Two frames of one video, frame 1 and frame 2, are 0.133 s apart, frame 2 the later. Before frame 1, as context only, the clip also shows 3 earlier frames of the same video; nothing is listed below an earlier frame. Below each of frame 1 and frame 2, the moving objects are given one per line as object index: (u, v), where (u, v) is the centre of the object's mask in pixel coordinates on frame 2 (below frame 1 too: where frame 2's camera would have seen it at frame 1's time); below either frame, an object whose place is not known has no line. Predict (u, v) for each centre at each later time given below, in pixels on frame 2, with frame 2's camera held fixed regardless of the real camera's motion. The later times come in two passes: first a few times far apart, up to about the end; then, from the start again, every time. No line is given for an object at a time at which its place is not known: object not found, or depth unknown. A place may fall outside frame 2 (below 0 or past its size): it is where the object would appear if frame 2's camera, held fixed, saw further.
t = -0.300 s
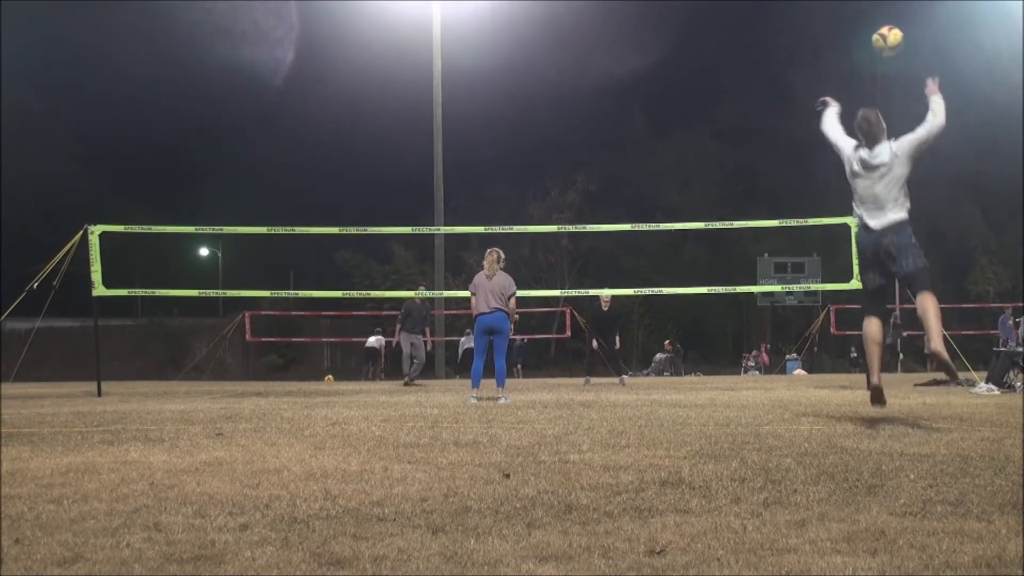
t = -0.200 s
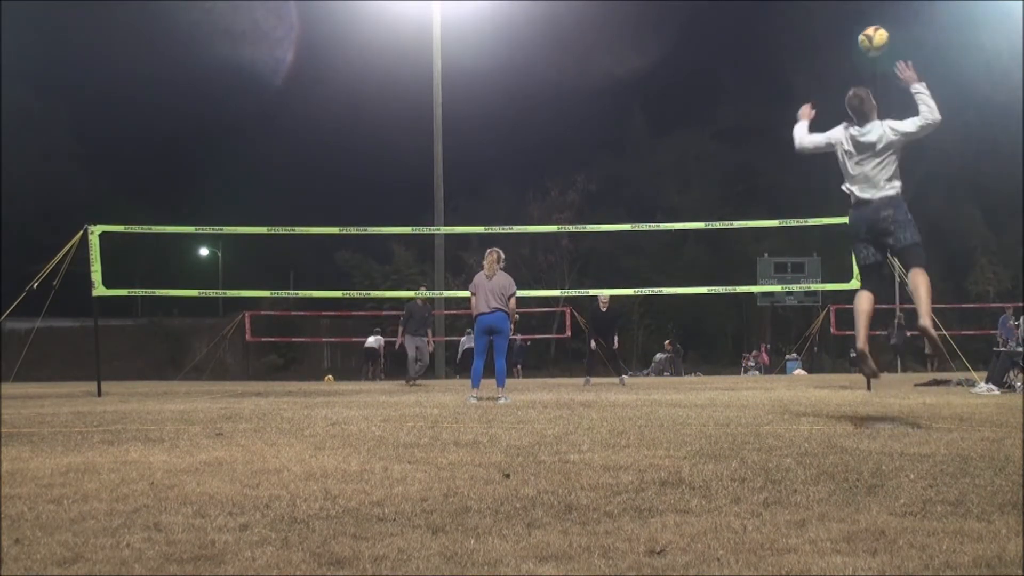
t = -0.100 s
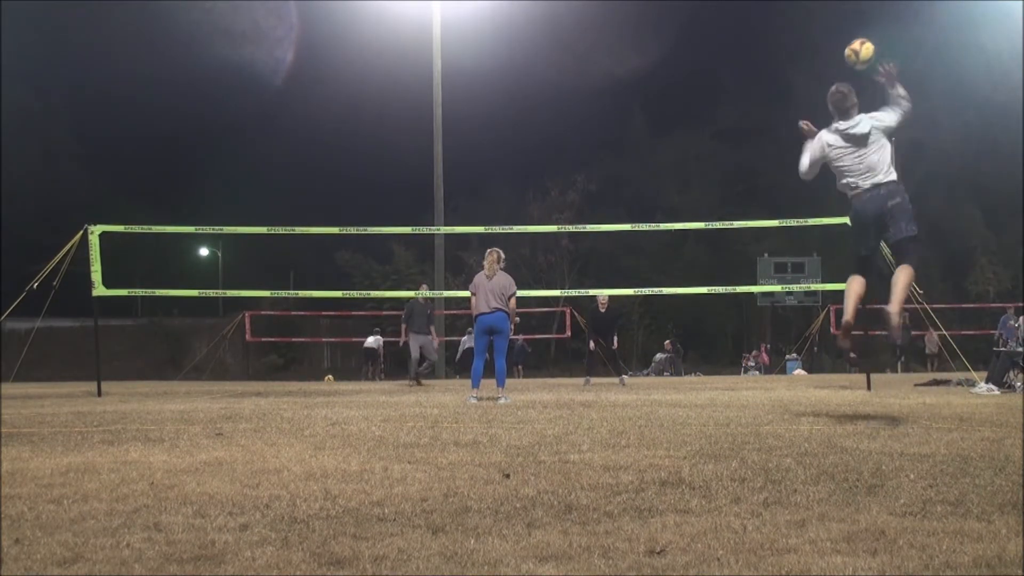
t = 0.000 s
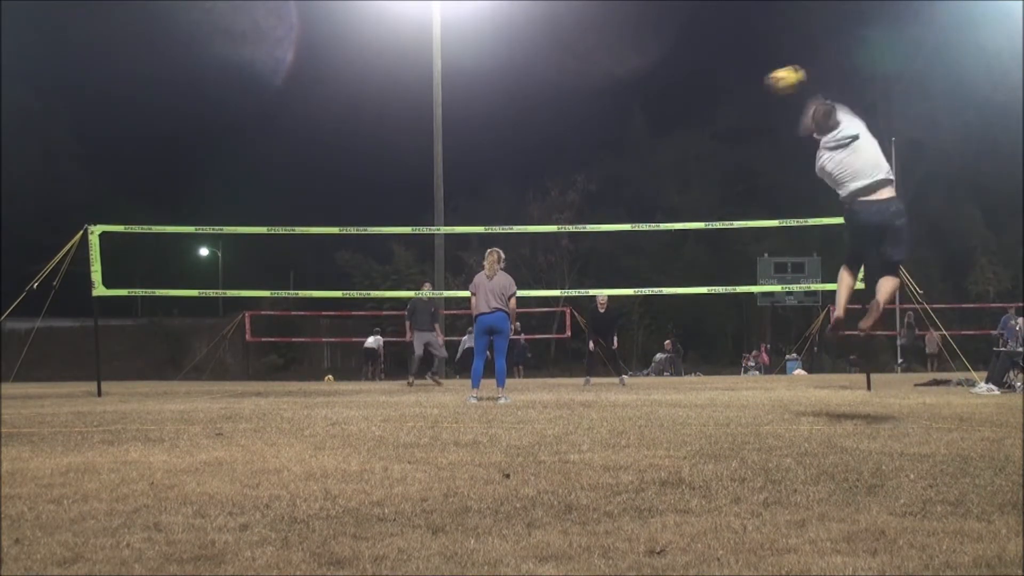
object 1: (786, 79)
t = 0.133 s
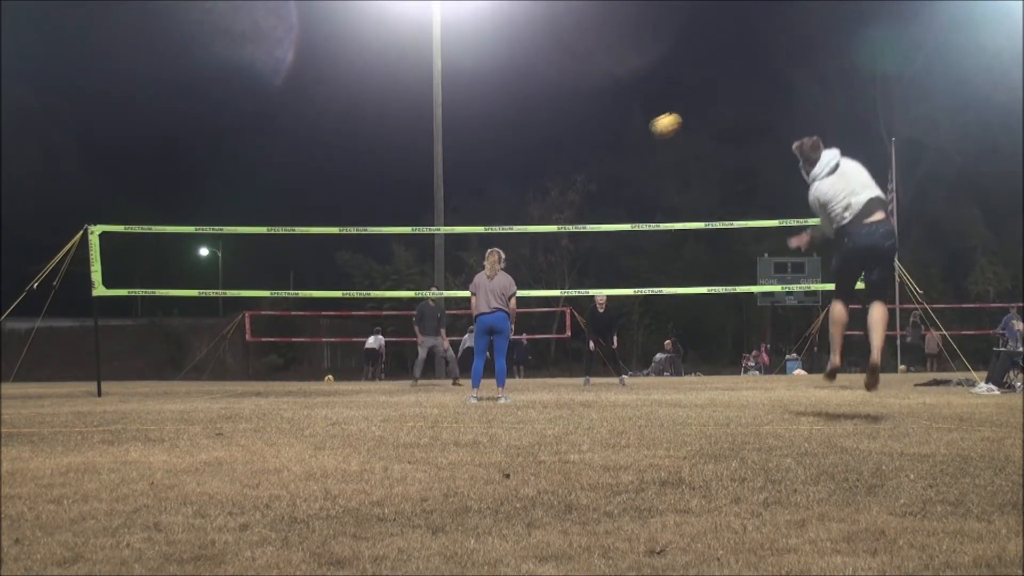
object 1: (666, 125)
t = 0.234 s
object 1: (596, 162)
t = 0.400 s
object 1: (511, 228)
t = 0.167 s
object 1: (641, 138)
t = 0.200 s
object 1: (618, 149)
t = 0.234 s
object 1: (596, 162)
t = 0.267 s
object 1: (577, 174)
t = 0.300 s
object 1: (558, 187)
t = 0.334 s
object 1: (541, 200)
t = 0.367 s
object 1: (526, 214)
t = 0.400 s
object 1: (511, 228)
